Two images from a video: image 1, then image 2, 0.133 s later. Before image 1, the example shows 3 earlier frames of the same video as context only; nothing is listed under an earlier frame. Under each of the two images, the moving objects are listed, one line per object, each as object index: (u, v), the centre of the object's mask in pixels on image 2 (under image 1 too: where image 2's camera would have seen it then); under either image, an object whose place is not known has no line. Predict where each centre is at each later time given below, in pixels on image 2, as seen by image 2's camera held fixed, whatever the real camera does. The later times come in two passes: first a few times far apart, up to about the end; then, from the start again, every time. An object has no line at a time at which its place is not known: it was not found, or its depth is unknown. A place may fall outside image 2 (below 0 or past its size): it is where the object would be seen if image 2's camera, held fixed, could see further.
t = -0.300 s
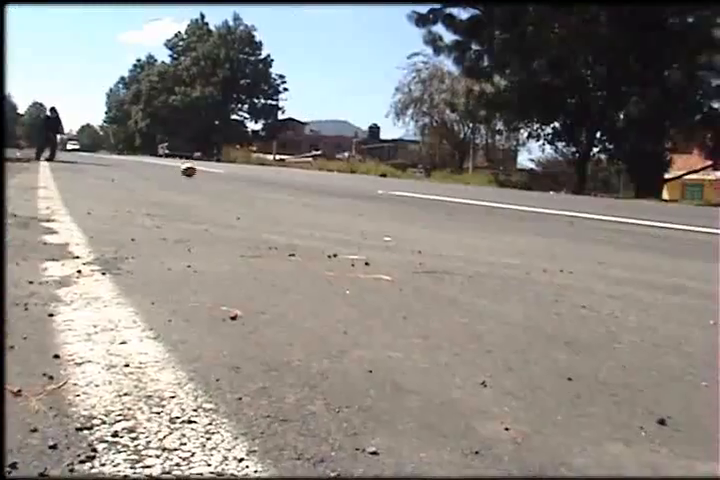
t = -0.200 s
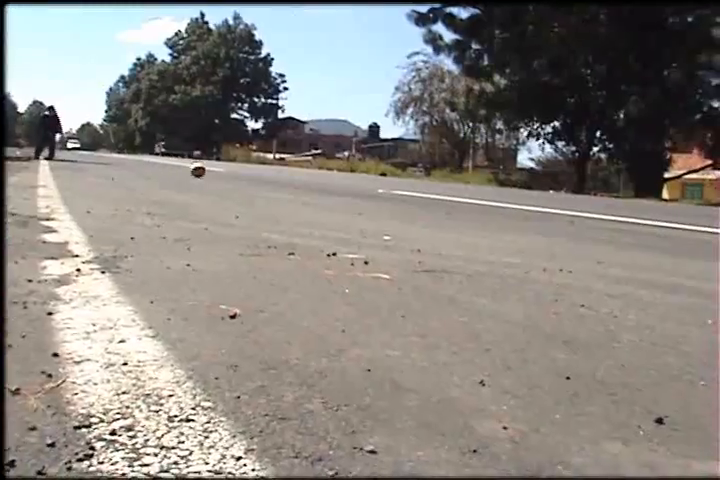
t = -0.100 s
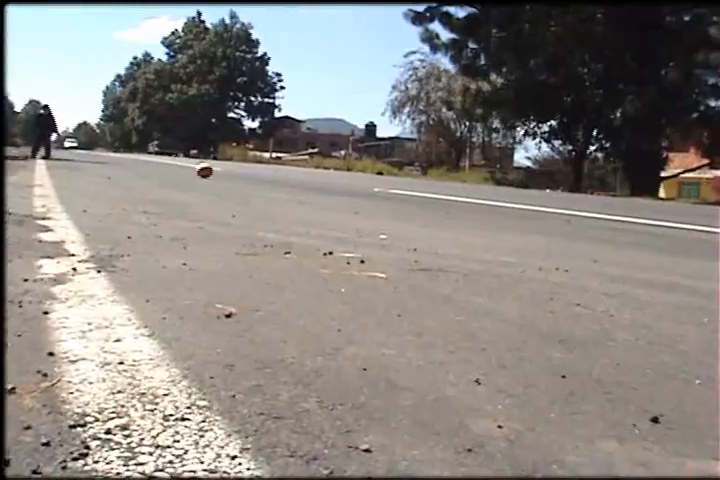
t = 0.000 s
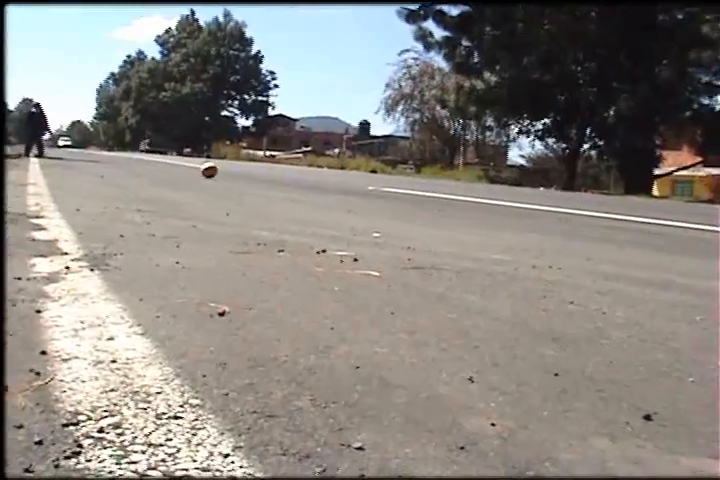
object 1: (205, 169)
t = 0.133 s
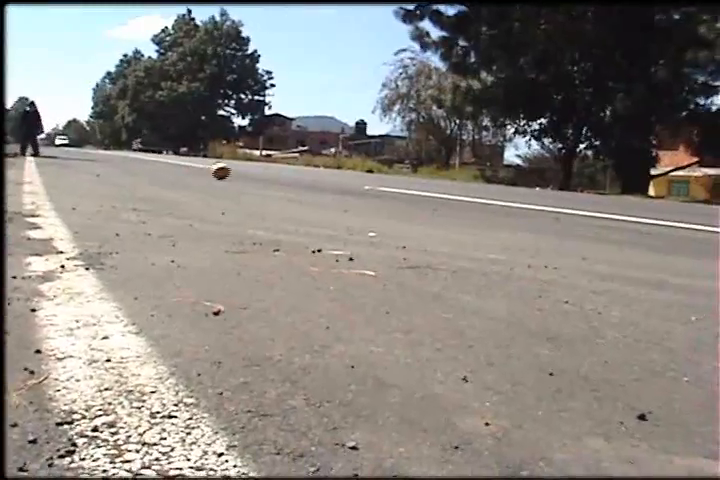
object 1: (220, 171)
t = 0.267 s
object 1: (238, 172)
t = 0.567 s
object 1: (285, 178)
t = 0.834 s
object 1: (339, 182)
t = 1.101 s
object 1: (409, 190)
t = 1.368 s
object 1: (498, 201)
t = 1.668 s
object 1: (635, 216)
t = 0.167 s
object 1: (225, 170)
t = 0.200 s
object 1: (228, 171)
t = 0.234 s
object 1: (233, 172)
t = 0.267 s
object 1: (238, 172)
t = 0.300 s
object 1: (242, 172)
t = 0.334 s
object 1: (247, 172)
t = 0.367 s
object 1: (252, 173)
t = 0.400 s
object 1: (257, 175)
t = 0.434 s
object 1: (262, 175)
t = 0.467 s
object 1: (267, 175)
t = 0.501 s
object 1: (274, 175)
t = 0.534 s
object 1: (279, 177)
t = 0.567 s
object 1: (285, 178)
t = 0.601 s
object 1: (291, 177)
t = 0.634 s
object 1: (298, 178)
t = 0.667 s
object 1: (304, 181)
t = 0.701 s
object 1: (311, 180)
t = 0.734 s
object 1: (318, 181)
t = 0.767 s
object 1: (325, 182)
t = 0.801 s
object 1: (332, 184)
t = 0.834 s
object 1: (339, 182)
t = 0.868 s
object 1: (347, 182)
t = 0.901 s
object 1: (356, 183)
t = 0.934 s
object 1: (364, 186)
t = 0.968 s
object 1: (372, 187)
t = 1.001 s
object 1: (380, 187)
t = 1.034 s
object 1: (390, 188)
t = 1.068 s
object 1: (400, 190)
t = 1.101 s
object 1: (409, 190)
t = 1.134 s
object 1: (419, 191)
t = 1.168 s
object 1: (429, 193)
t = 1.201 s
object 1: (440, 194)
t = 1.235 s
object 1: (450, 194)
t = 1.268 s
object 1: (462, 195)
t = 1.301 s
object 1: (473, 197)
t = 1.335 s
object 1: (486, 200)
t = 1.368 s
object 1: (498, 201)
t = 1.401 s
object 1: (512, 202)
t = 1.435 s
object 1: (525, 204)
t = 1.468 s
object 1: (538, 205)
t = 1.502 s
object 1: (554, 206)
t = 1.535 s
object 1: (569, 207)
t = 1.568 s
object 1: (585, 209)
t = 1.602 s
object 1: (601, 210)
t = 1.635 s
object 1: (618, 214)
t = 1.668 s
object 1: (635, 216)
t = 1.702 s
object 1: (654, 218)
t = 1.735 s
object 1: (674, 220)
